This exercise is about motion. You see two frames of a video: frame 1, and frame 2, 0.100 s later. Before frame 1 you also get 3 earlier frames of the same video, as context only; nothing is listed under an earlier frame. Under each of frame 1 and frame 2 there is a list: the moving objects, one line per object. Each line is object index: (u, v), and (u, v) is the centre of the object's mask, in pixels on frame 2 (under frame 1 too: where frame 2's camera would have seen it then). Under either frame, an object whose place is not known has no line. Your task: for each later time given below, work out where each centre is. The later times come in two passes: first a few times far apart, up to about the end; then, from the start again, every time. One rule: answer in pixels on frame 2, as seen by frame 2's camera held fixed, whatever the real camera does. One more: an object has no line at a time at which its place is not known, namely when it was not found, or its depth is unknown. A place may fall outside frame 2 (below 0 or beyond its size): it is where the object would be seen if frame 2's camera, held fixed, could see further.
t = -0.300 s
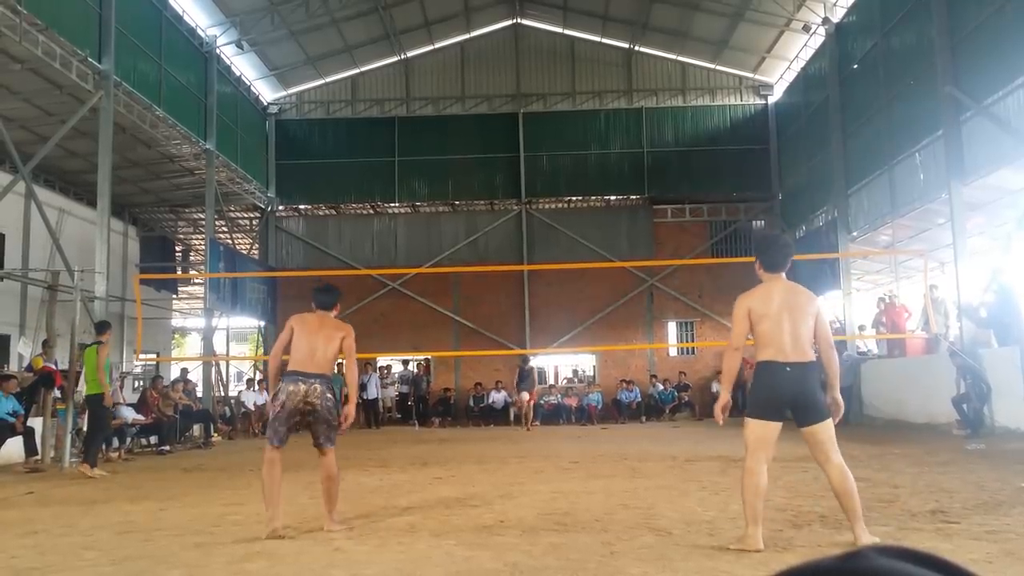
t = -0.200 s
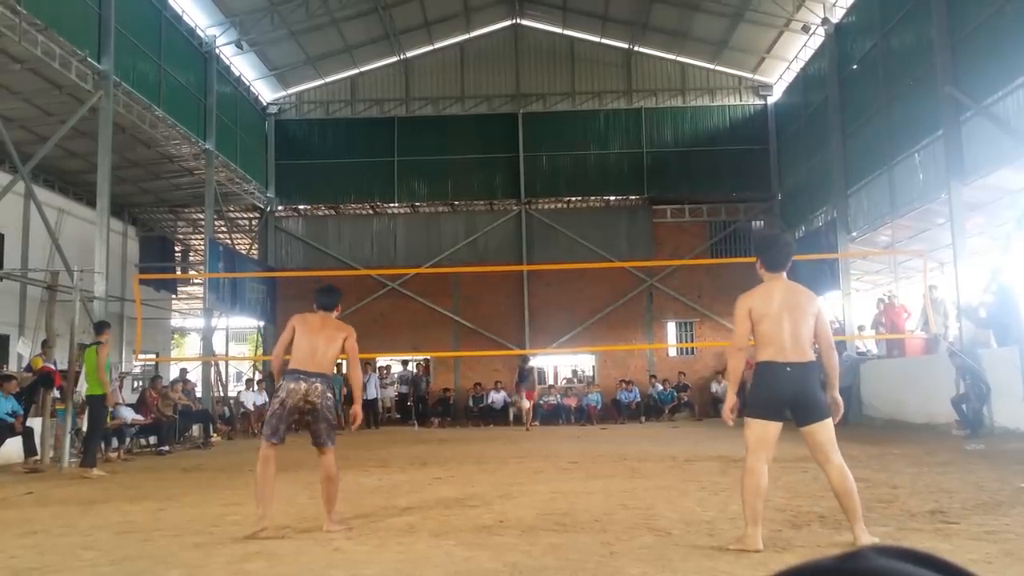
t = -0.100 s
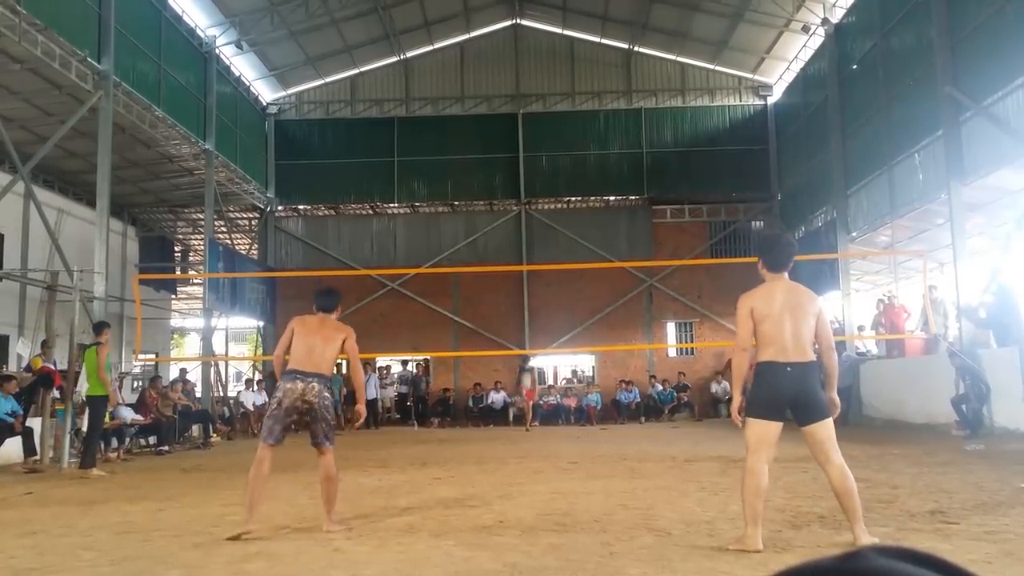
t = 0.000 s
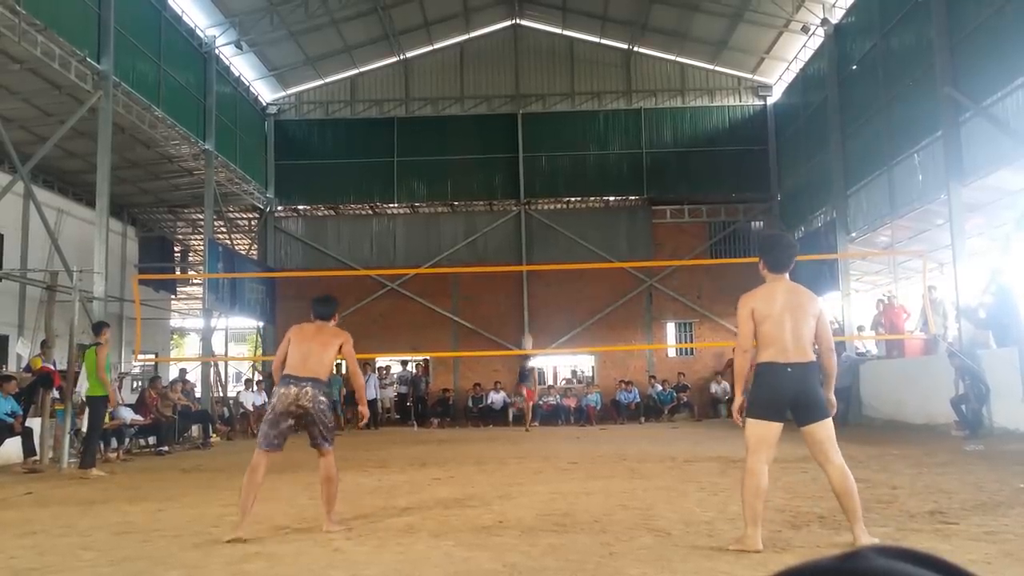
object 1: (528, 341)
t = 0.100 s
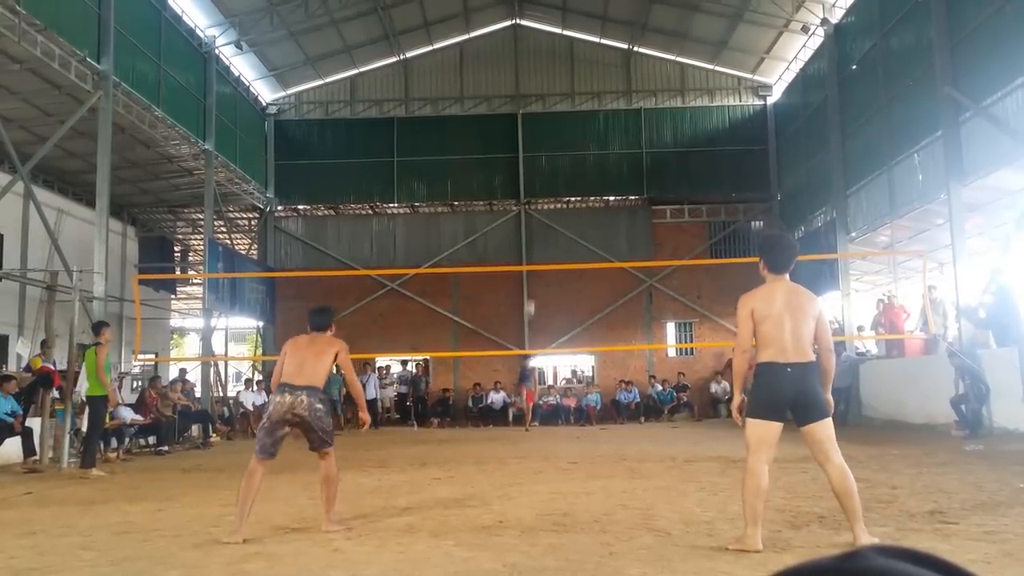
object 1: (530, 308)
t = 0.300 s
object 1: (534, 246)
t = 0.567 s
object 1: (543, 190)
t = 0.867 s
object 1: (560, 170)
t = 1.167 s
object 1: (587, 217)
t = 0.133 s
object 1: (531, 297)
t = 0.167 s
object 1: (531, 286)
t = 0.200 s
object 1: (532, 277)
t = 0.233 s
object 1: (533, 261)
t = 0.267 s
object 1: (533, 255)
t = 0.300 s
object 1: (534, 246)
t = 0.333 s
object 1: (535, 238)
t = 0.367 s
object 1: (536, 229)
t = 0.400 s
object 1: (537, 222)
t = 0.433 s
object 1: (538, 215)
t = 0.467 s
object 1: (540, 207)
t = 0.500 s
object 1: (541, 199)
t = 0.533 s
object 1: (542, 195)
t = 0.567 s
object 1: (543, 190)
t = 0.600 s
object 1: (545, 186)
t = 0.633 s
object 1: (546, 182)
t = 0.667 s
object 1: (548, 178)
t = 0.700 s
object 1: (550, 175)
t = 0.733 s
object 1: (552, 173)
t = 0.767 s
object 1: (554, 171)
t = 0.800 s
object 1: (556, 170)
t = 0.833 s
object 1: (558, 169)
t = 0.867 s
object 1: (560, 170)
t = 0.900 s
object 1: (563, 171)
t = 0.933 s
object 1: (565, 173)
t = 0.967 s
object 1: (568, 176)
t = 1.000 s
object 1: (571, 181)
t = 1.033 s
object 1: (574, 186)
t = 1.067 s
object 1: (577, 191)
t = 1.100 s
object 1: (580, 199)
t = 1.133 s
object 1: (583, 208)
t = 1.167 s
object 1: (587, 217)
